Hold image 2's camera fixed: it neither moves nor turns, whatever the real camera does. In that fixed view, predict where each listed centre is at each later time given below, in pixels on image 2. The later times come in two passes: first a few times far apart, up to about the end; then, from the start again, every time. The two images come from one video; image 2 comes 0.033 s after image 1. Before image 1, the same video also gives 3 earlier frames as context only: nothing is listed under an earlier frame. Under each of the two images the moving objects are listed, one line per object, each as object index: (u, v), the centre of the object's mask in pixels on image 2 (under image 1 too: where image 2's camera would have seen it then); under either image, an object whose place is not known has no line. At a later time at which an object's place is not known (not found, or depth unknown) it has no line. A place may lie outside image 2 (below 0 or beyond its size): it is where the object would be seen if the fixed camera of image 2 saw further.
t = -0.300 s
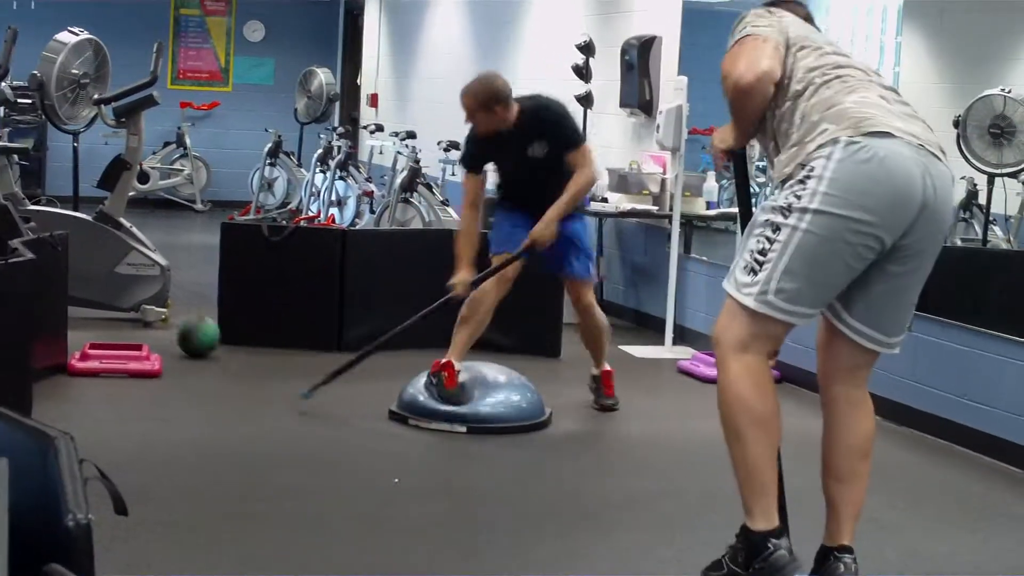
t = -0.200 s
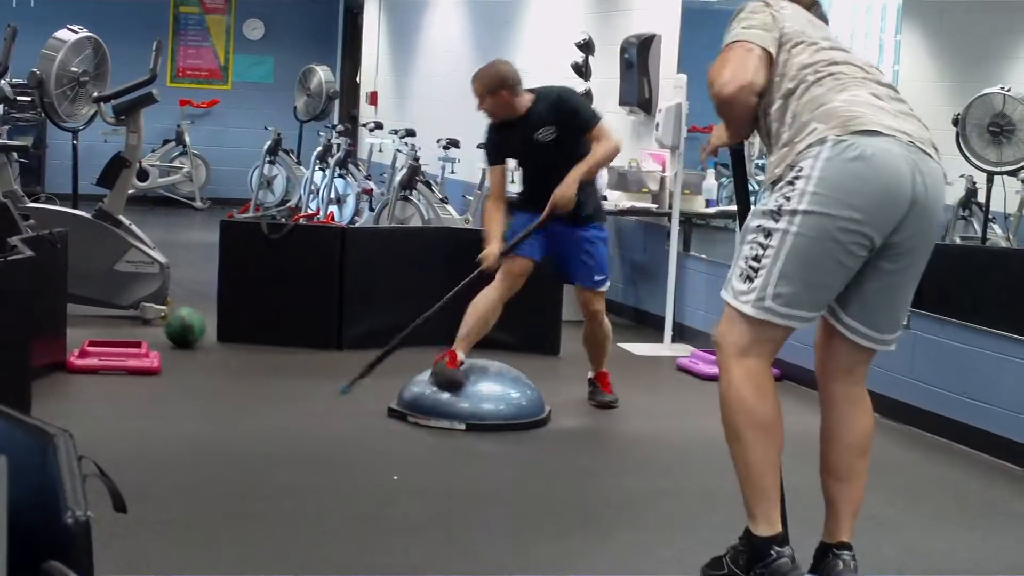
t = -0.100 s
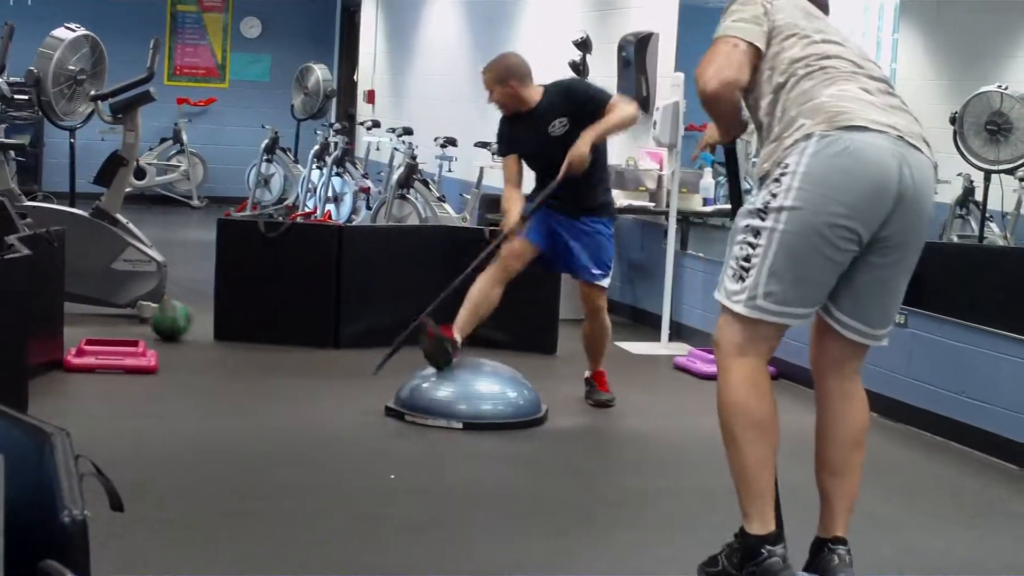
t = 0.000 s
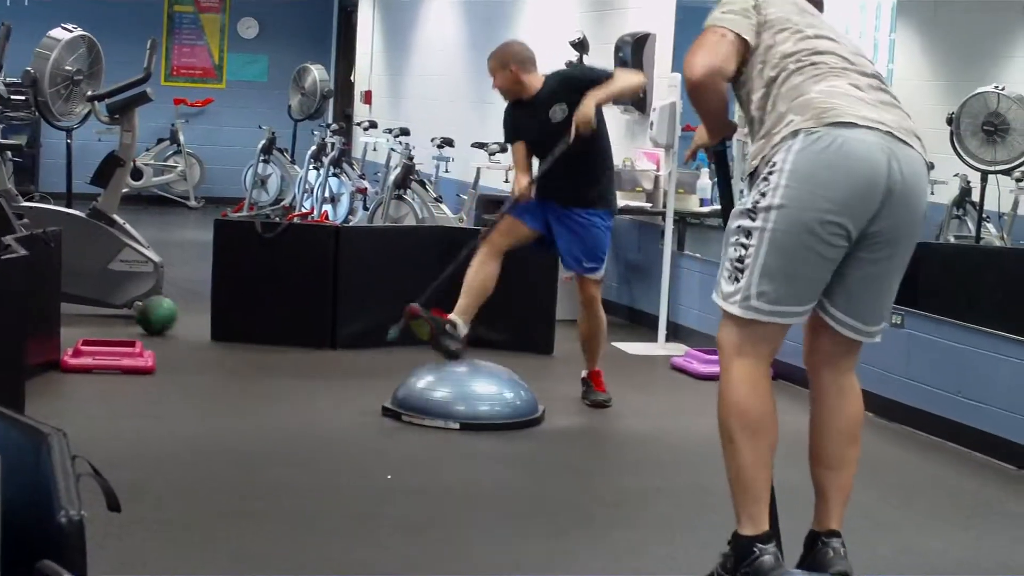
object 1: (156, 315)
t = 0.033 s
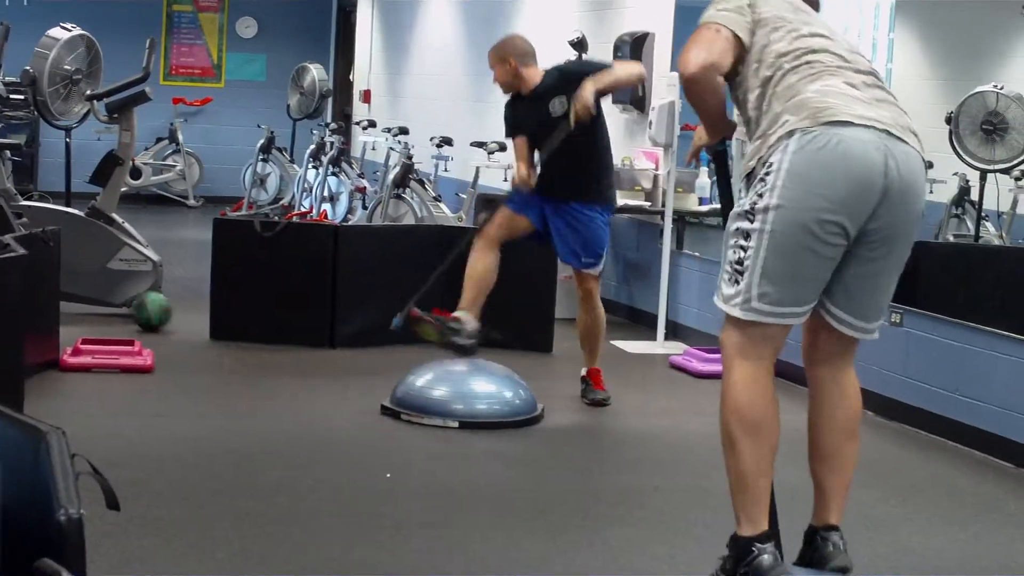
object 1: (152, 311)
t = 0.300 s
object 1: (133, 297)
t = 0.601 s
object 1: (117, 311)
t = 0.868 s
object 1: (103, 318)
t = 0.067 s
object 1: (149, 311)
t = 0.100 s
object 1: (145, 310)
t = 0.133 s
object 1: (143, 308)
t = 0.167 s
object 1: (142, 303)
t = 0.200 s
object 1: (139, 299)
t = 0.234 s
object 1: (137, 295)
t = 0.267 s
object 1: (135, 295)
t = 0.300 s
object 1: (133, 297)
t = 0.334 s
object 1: (131, 301)
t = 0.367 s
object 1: (129, 306)
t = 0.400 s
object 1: (126, 314)
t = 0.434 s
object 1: (124, 314)
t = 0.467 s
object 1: (122, 310)
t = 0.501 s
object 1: (121, 308)
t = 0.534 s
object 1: (120, 307)
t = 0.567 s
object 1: (119, 309)
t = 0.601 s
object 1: (117, 311)
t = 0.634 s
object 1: (115, 317)
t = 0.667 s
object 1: (113, 316)
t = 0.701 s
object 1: (111, 314)
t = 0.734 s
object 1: (109, 313)
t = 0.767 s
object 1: (107, 315)
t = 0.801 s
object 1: (106, 318)
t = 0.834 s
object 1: (104, 320)
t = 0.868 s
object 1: (103, 318)
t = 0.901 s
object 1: (101, 318)
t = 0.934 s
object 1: (99, 319)
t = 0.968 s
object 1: (97, 321)
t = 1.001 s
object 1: (95, 321)
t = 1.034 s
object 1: (95, 320)
